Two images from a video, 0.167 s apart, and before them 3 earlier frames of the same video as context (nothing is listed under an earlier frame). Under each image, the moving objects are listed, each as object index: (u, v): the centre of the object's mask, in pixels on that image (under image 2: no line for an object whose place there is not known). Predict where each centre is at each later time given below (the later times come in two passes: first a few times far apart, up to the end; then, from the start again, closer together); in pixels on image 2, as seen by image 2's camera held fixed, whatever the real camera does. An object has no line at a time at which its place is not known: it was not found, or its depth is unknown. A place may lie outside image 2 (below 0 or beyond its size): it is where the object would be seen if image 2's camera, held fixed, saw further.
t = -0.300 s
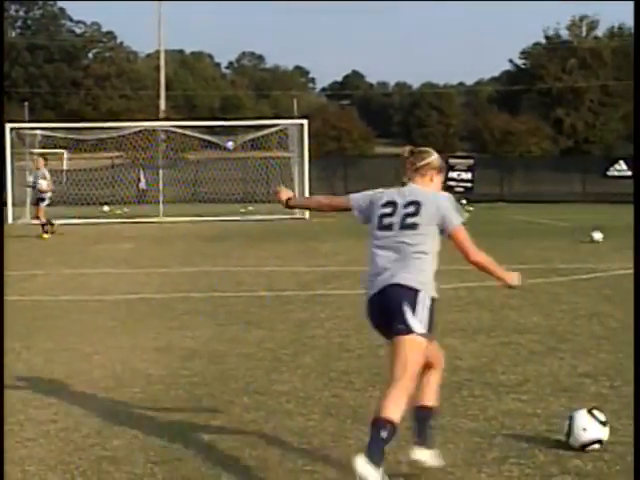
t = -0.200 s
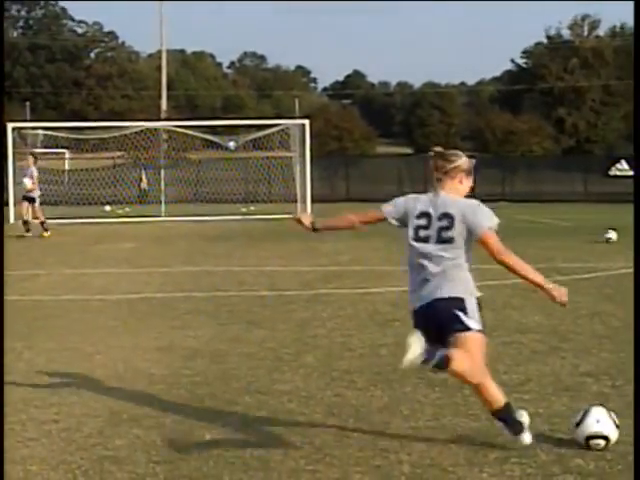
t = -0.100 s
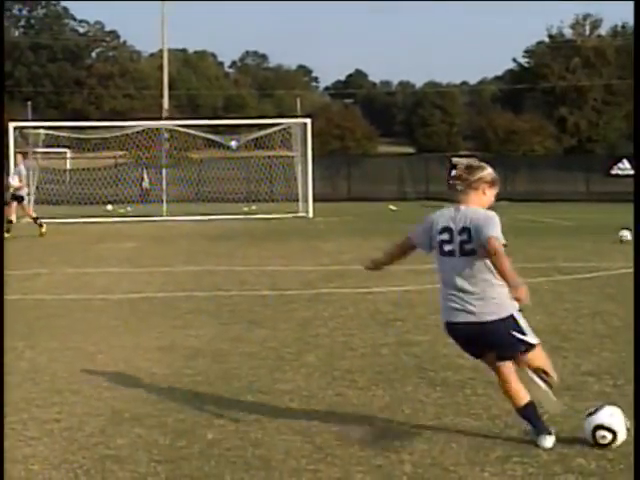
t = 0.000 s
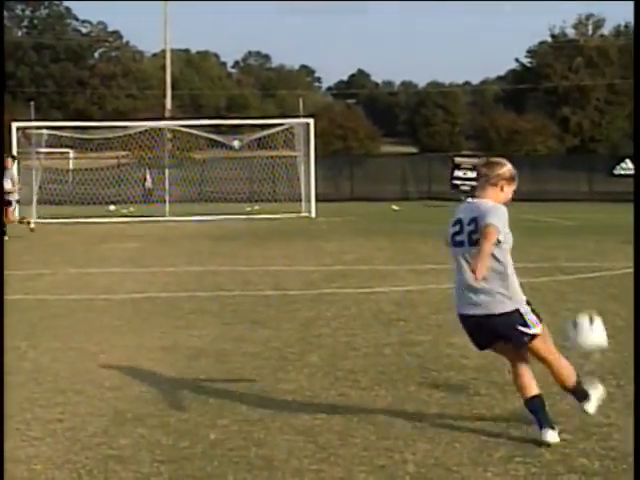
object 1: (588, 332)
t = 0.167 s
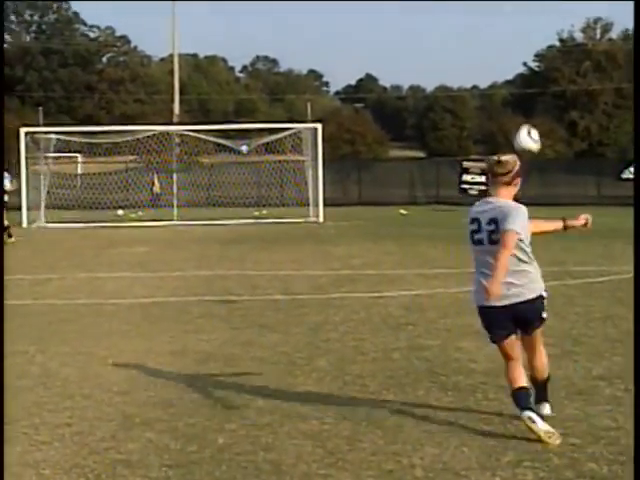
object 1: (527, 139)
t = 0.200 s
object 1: (516, 115)
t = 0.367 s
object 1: (472, 39)
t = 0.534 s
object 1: (438, -2)
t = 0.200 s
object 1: (516, 115)
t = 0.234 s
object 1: (506, 95)
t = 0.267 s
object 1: (497, 77)
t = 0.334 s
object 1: (480, 50)
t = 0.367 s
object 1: (472, 39)
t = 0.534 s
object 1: (438, -2)
